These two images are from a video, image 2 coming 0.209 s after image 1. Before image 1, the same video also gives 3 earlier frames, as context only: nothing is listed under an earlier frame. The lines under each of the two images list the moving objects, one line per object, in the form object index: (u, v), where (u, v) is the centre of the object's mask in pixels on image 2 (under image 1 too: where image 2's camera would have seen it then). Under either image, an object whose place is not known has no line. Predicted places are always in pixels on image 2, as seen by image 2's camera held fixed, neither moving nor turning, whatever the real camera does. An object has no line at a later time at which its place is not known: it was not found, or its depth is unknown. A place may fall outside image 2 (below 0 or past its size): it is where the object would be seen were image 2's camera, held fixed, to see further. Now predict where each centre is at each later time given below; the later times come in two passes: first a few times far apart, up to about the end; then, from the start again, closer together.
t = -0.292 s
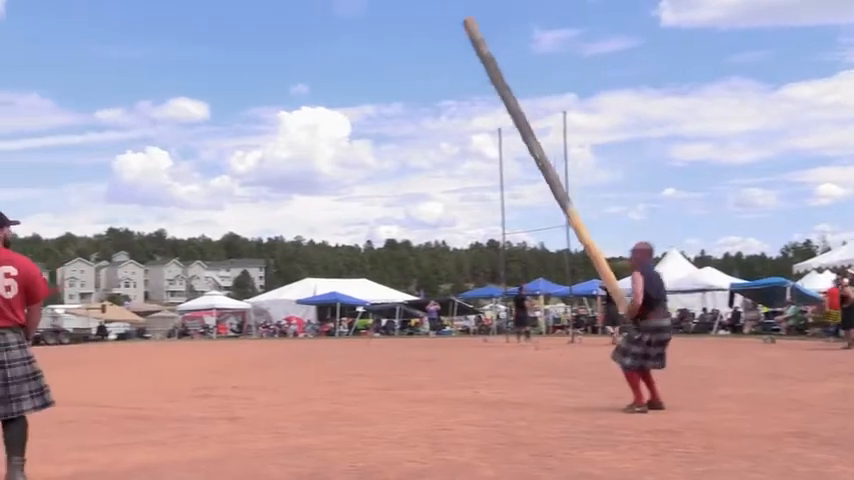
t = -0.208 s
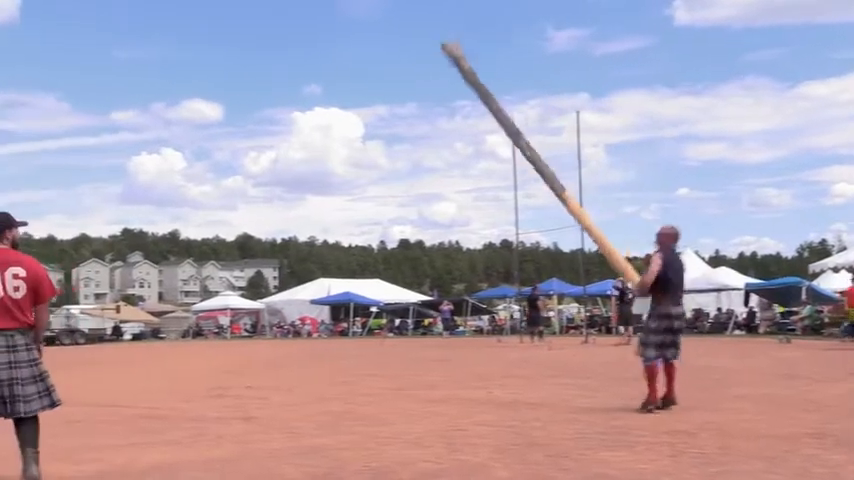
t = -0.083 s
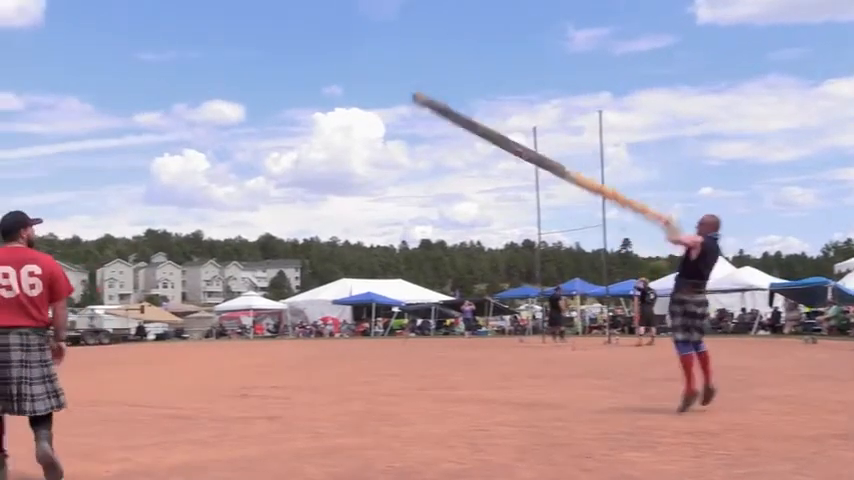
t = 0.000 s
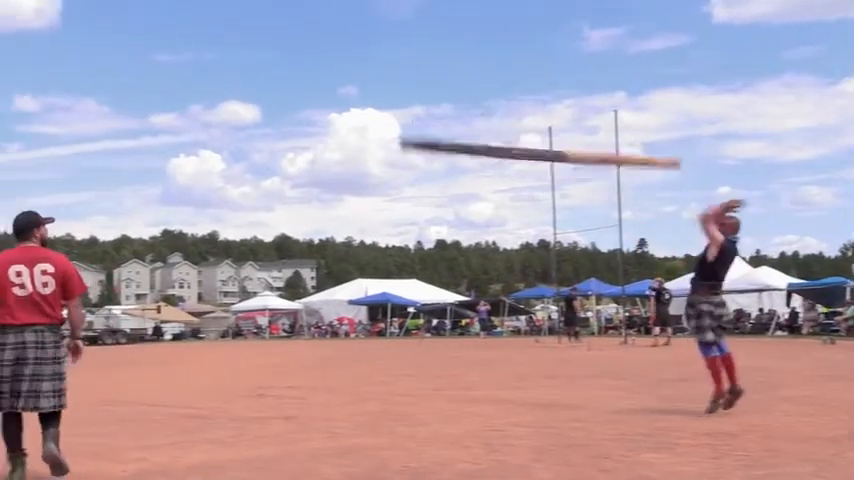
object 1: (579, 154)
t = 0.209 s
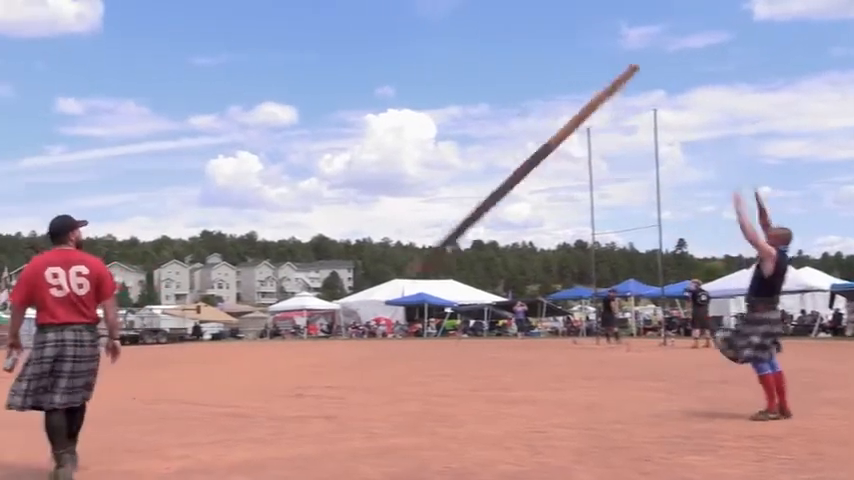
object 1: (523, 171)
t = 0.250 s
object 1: (510, 181)
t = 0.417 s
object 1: (463, 245)
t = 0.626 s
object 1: (436, 256)
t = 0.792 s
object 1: (416, 250)
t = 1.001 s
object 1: (399, 295)
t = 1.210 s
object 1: (377, 342)
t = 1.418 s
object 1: (373, 375)
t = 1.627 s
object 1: (369, 365)
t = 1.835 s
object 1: (376, 376)
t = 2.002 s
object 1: (372, 377)
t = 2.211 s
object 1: (381, 383)
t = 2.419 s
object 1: (374, 382)
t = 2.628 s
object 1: (372, 382)
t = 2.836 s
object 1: (371, 382)
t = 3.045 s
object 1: (369, 383)
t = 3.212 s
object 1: (369, 383)
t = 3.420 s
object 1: (367, 383)
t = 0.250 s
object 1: (510, 181)
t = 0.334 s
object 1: (485, 210)
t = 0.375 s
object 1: (472, 230)
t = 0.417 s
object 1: (463, 245)
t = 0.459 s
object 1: (456, 246)
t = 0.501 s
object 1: (450, 248)
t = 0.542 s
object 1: (445, 251)
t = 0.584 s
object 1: (440, 252)
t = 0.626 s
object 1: (436, 256)
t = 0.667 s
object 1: (432, 258)
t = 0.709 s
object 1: (426, 240)
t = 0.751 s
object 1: (421, 246)
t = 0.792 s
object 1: (416, 250)
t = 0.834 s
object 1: (411, 256)
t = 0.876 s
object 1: (407, 264)
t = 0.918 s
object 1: (403, 273)
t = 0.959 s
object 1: (404, 290)
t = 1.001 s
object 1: (399, 295)
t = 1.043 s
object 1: (394, 300)
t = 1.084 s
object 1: (391, 311)
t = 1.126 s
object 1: (385, 319)
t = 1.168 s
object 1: (388, 336)
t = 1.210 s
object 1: (377, 342)
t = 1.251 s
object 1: (395, 365)
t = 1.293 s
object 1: (391, 374)
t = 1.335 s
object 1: (371, 383)
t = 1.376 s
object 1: (363, 380)
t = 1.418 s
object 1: (373, 375)
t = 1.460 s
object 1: (374, 372)
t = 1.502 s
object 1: (374, 370)
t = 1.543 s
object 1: (374, 368)
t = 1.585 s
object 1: (371, 366)
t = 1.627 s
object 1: (369, 365)
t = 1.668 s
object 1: (370, 365)
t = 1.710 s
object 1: (374, 368)
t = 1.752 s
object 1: (376, 370)
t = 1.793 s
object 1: (375, 372)
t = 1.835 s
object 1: (376, 376)
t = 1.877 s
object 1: (378, 379)
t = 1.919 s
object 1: (375, 382)
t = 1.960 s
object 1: (375, 379)
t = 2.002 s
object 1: (372, 377)
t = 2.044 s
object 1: (372, 377)
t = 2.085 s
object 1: (372, 377)
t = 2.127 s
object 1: (374, 378)
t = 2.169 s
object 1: (374, 380)
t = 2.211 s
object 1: (381, 383)
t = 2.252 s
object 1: (374, 381)
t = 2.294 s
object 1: (375, 381)
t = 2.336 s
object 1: (375, 381)
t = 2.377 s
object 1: (373, 381)
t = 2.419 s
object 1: (374, 382)
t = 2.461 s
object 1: (376, 382)
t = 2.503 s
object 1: (375, 381)
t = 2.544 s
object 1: (375, 381)
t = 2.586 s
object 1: (373, 382)
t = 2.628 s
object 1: (372, 382)
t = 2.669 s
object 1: (372, 382)
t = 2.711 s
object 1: (372, 382)
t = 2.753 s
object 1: (371, 382)
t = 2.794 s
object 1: (372, 383)
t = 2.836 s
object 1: (371, 382)
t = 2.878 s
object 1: (372, 383)
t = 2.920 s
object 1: (371, 383)
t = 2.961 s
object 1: (369, 383)
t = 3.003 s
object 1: (372, 383)
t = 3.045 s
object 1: (369, 383)
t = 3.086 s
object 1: (370, 383)
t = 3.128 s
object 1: (368, 383)
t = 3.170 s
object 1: (368, 383)
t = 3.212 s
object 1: (369, 383)
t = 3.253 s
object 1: (369, 383)
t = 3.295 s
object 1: (367, 383)
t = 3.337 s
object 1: (367, 383)
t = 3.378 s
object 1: (367, 383)
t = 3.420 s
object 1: (367, 383)
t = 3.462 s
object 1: (368, 383)
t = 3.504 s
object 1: (367, 383)
